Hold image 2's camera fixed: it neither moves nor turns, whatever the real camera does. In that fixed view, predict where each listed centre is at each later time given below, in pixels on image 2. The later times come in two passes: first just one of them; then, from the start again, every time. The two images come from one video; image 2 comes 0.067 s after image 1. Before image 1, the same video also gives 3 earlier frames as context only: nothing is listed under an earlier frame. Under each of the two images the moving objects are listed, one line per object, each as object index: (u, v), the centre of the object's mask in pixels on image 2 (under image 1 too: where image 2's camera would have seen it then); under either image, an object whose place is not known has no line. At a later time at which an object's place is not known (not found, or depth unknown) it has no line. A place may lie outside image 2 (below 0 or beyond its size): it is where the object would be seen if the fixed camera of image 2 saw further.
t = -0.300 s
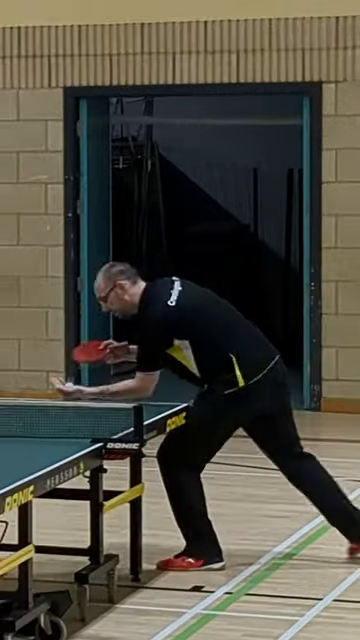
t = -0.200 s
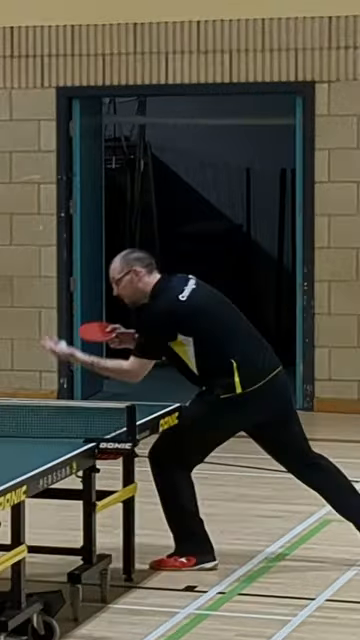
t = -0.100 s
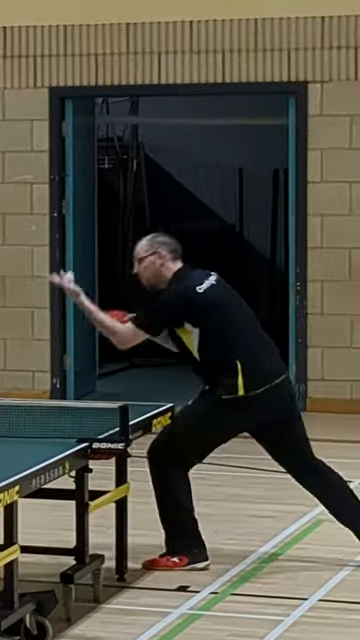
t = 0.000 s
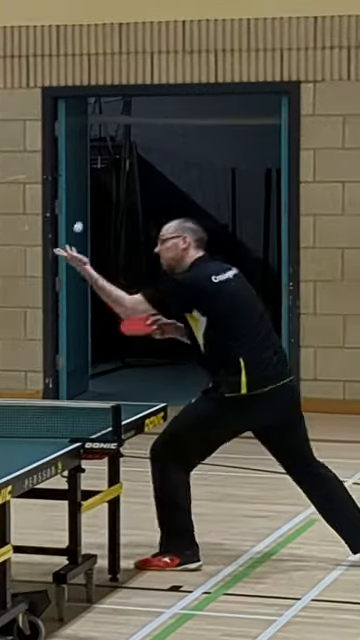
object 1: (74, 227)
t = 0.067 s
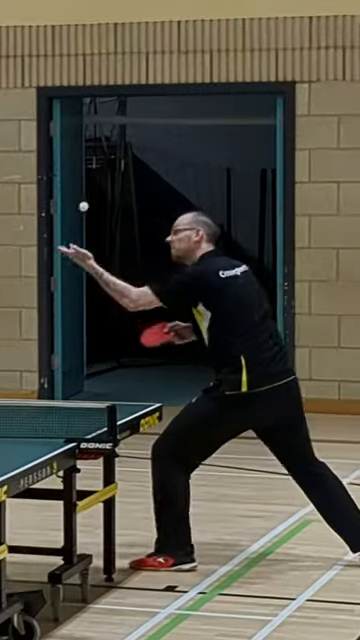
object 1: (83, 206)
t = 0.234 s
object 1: (105, 196)
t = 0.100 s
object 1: (88, 199)
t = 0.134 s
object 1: (92, 194)
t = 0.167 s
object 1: (96, 193)
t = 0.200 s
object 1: (101, 193)
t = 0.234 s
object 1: (105, 196)
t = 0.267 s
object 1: (110, 201)
